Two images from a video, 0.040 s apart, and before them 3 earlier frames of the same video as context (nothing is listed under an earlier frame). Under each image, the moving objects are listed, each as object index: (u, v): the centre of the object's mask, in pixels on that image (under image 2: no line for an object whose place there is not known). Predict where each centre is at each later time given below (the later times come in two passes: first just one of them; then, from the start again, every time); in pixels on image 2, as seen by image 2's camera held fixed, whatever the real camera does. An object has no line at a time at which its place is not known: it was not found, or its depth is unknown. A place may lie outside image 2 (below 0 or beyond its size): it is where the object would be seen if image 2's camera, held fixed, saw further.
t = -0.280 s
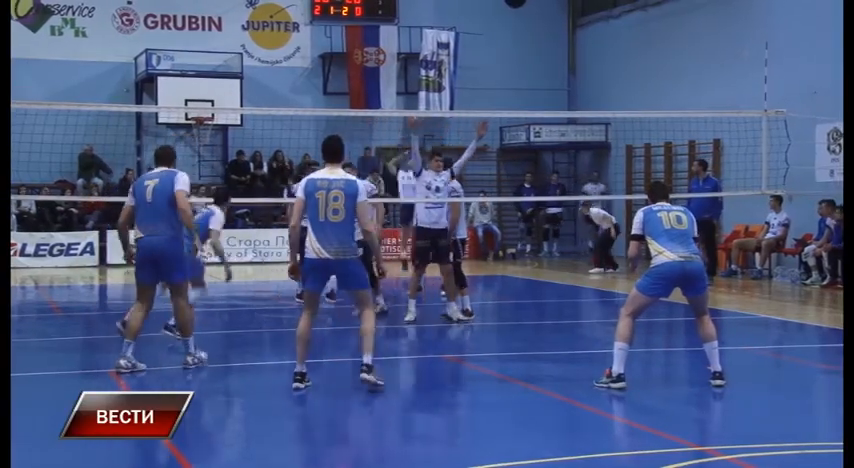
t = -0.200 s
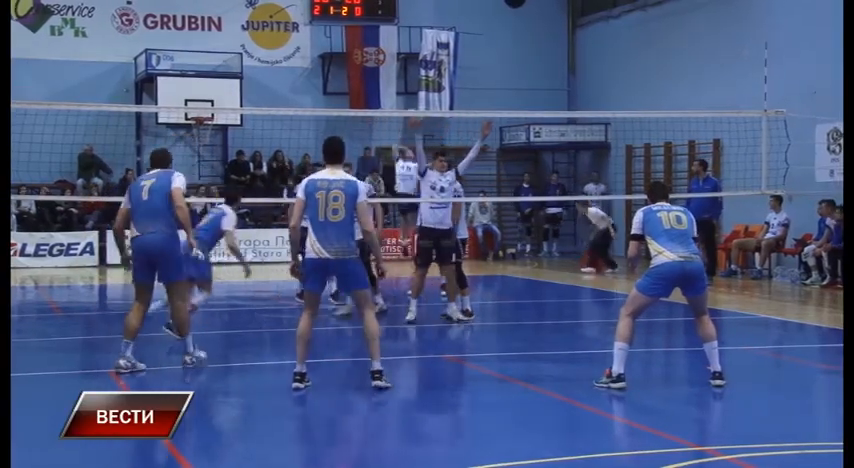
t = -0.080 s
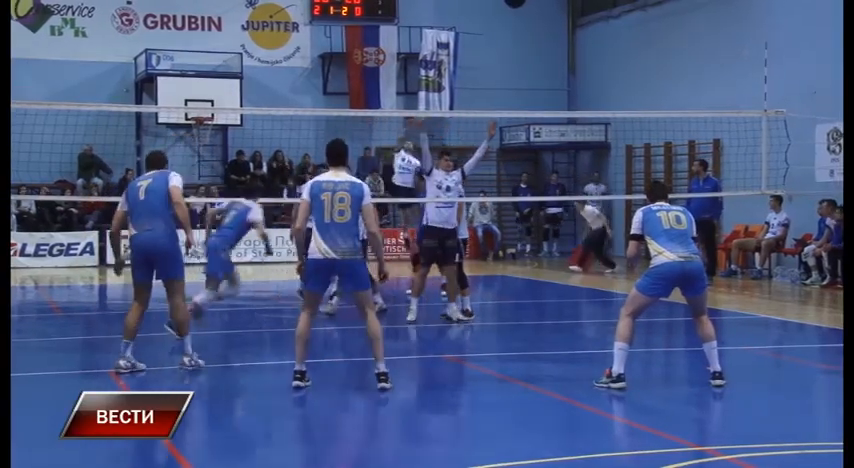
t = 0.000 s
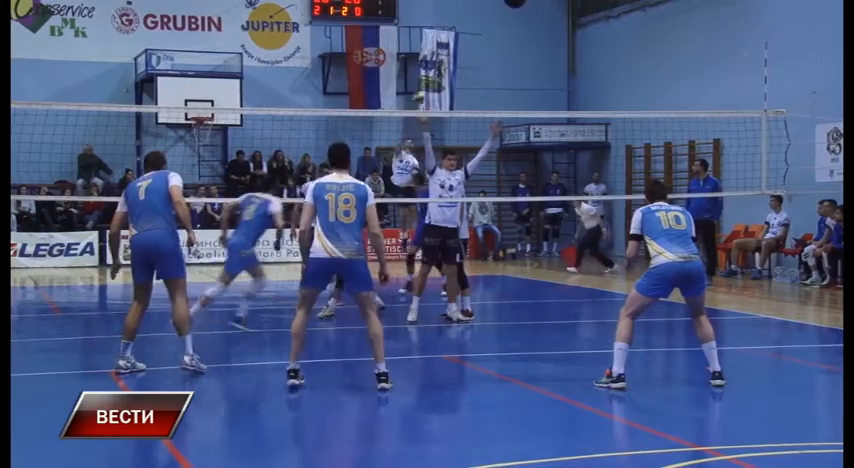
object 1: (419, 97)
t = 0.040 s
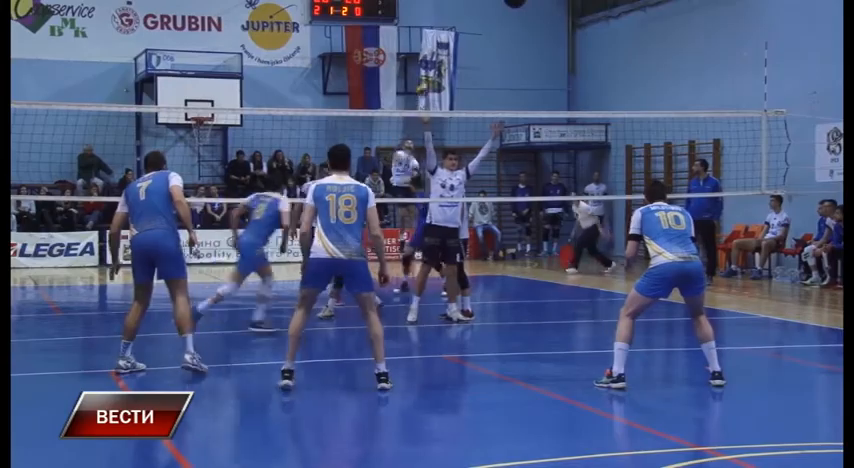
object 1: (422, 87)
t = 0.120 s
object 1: (431, 74)
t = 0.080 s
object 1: (427, 79)
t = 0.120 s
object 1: (431, 74)
